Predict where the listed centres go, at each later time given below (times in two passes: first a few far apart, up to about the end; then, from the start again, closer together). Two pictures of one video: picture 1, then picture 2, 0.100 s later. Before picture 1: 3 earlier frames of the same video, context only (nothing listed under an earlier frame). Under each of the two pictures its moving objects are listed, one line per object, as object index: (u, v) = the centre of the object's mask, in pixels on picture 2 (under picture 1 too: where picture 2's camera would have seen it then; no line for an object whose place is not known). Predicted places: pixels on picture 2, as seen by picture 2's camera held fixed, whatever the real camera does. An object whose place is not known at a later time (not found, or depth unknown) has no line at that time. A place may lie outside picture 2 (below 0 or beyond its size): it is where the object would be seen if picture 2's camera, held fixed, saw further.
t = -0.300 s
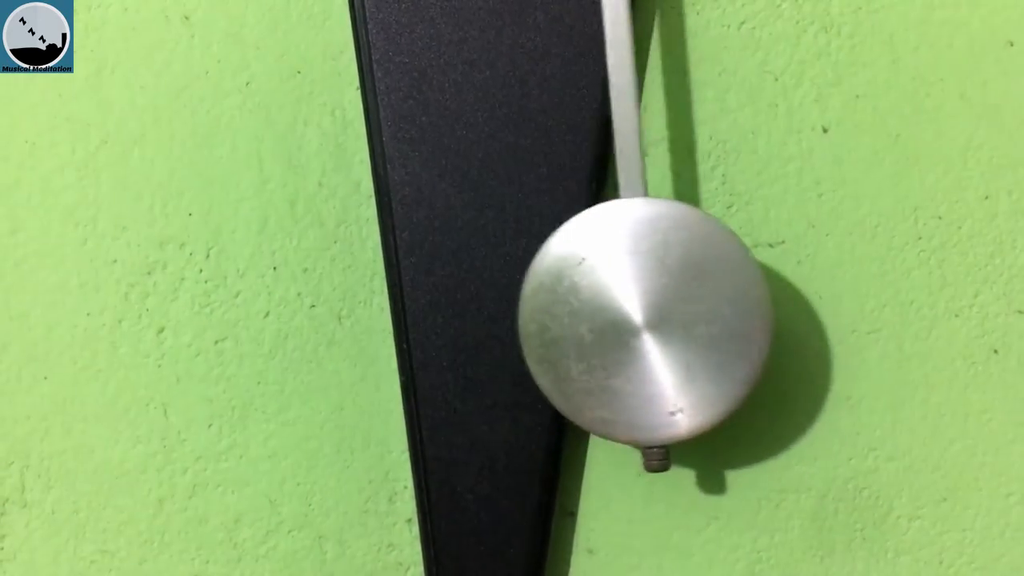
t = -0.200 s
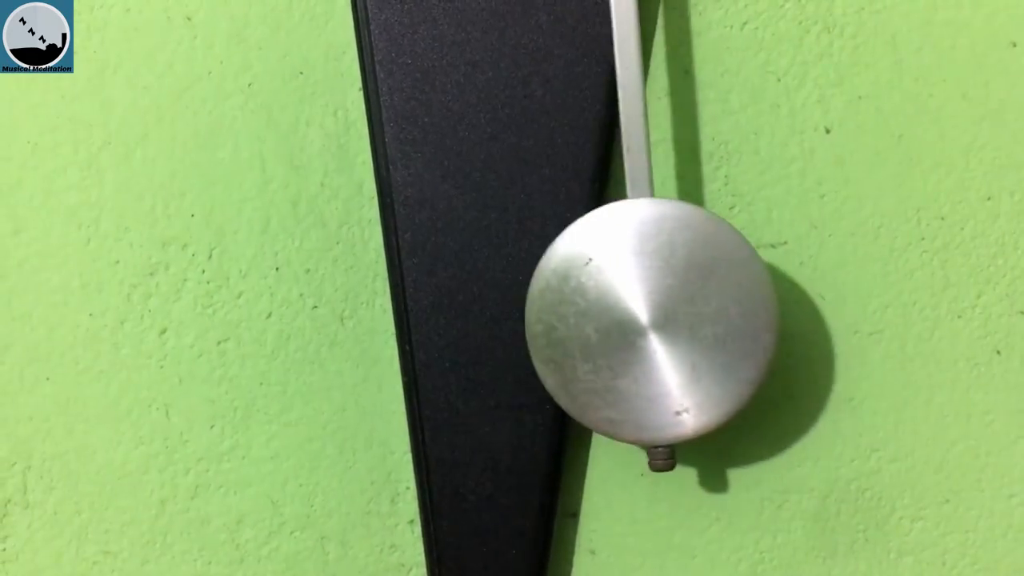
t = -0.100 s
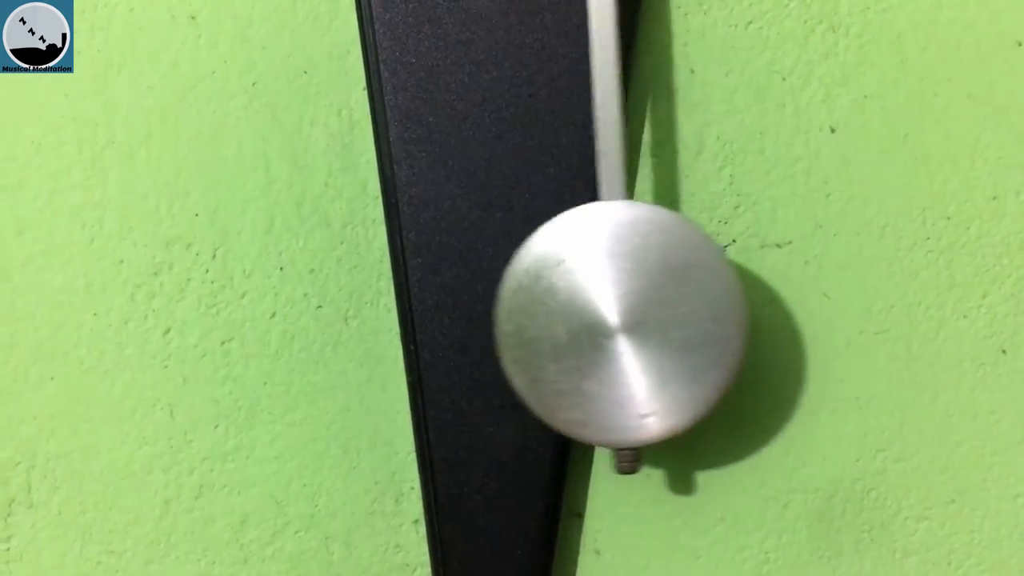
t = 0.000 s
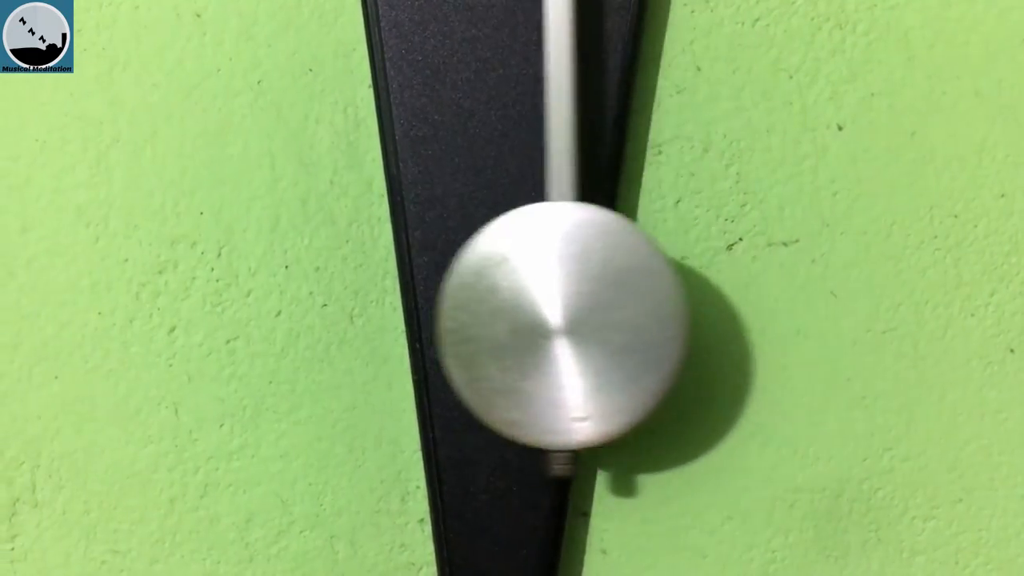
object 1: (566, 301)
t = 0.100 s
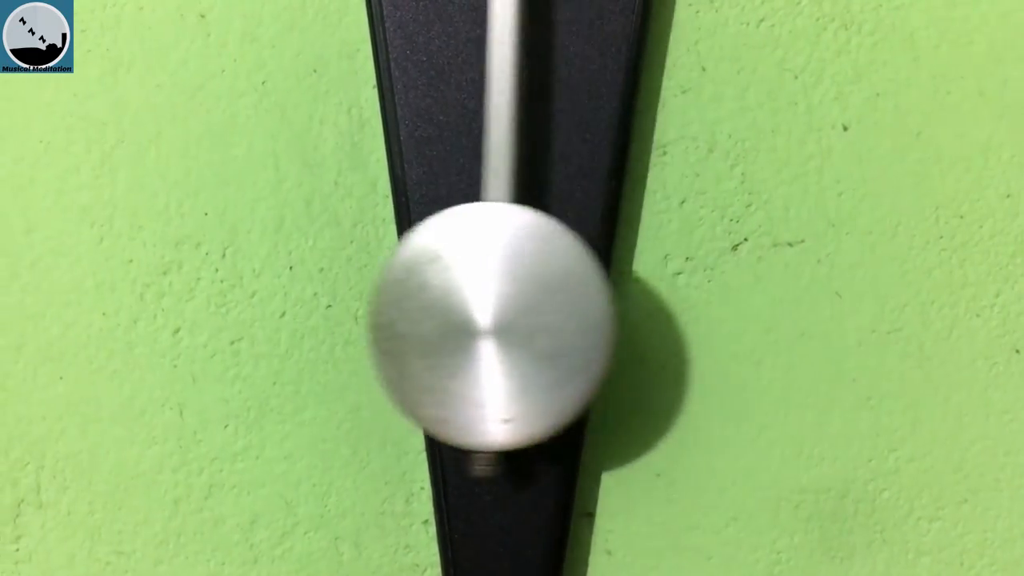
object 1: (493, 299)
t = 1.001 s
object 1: (658, 303)
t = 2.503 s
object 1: (465, 299)
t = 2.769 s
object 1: (402, 301)
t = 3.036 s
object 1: (555, 301)
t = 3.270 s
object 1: (657, 299)
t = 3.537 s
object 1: (558, 299)
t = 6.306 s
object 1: (410, 303)
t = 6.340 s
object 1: (421, 303)
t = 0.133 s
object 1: (470, 298)
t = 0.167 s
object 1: (448, 298)
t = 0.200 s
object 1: (428, 298)
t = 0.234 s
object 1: (412, 299)
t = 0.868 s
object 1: (660, 303)
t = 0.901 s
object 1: (667, 303)
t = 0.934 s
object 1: (668, 303)
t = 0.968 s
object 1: (666, 303)
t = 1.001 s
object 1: (658, 303)
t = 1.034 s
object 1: (646, 303)
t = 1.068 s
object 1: (631, 304)
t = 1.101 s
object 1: (612, 304)
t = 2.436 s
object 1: (510, 300)
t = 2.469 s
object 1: (487, 299)
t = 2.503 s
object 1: (465, 299)
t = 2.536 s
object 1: (445, 298)
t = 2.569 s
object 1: (428, 298)
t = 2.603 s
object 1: (414, 297)
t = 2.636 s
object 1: (402, 300)
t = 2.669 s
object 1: (395, 300)
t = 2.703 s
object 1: (393, 300)
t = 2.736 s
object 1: (395, 301)
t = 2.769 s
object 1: (402, 301)
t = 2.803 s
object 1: (413, 301)
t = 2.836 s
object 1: (427, 301)
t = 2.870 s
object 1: (444, 301)
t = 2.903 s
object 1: (464, 302)
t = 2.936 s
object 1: (486, 301)
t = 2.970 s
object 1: (509, 301)
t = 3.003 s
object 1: (532, 301)
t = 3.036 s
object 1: (555, 301)
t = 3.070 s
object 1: (577, 301)
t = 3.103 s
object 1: (598, 301)
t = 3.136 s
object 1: (616, 300)
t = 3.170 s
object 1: (632, 300)
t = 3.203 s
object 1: (644, 300)
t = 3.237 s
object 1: (653, 299)
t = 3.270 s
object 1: (657, 299)
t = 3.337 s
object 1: (653, 299)
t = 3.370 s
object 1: (645, 299)
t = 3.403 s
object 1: (632, 299)
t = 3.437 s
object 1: (618, 299)
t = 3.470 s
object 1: (600, 298)
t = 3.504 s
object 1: (579, 297)
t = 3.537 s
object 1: (558, 299)
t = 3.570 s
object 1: (536, 299)
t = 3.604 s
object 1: (515, 298)
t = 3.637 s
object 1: (493, 298)
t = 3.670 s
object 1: (472, 297)
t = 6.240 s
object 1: (401, 302)
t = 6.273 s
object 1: (404, 303)
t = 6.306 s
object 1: (410, 303)
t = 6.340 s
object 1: (421, 303)
